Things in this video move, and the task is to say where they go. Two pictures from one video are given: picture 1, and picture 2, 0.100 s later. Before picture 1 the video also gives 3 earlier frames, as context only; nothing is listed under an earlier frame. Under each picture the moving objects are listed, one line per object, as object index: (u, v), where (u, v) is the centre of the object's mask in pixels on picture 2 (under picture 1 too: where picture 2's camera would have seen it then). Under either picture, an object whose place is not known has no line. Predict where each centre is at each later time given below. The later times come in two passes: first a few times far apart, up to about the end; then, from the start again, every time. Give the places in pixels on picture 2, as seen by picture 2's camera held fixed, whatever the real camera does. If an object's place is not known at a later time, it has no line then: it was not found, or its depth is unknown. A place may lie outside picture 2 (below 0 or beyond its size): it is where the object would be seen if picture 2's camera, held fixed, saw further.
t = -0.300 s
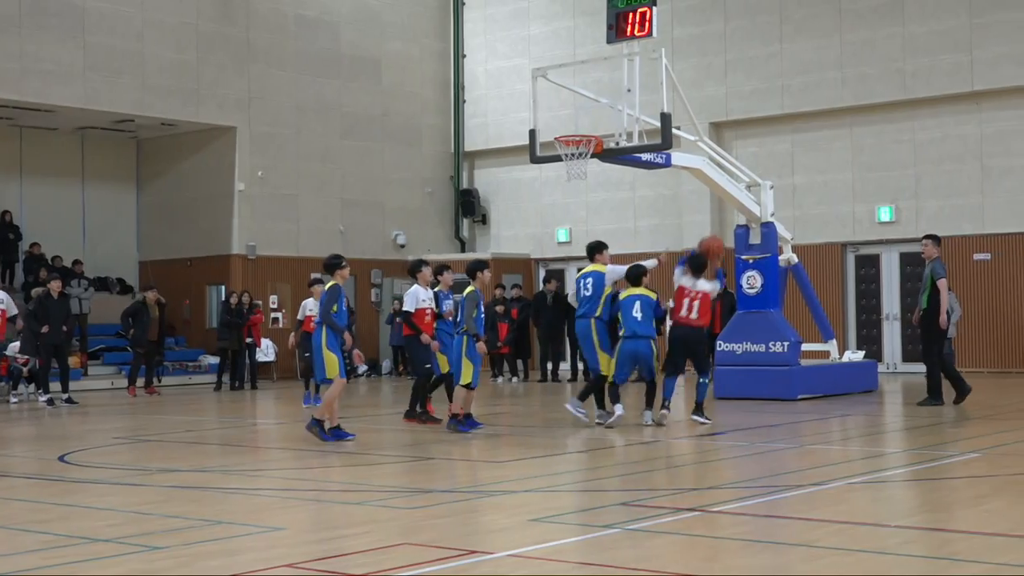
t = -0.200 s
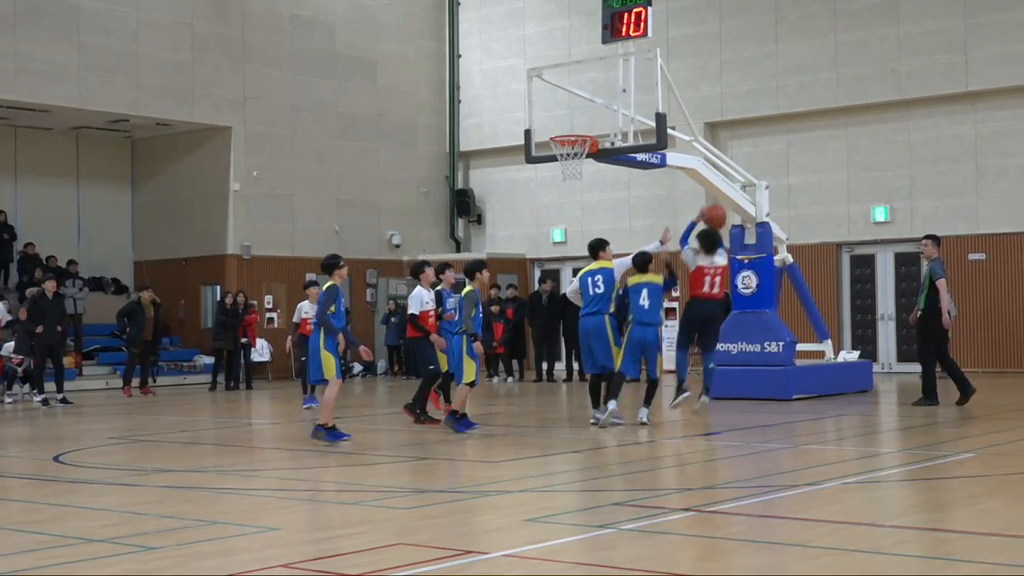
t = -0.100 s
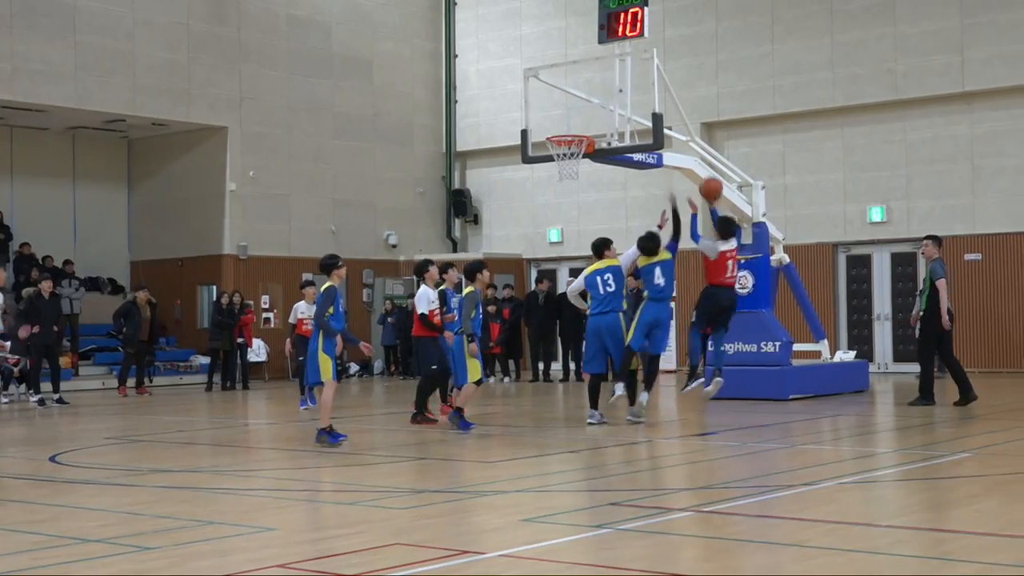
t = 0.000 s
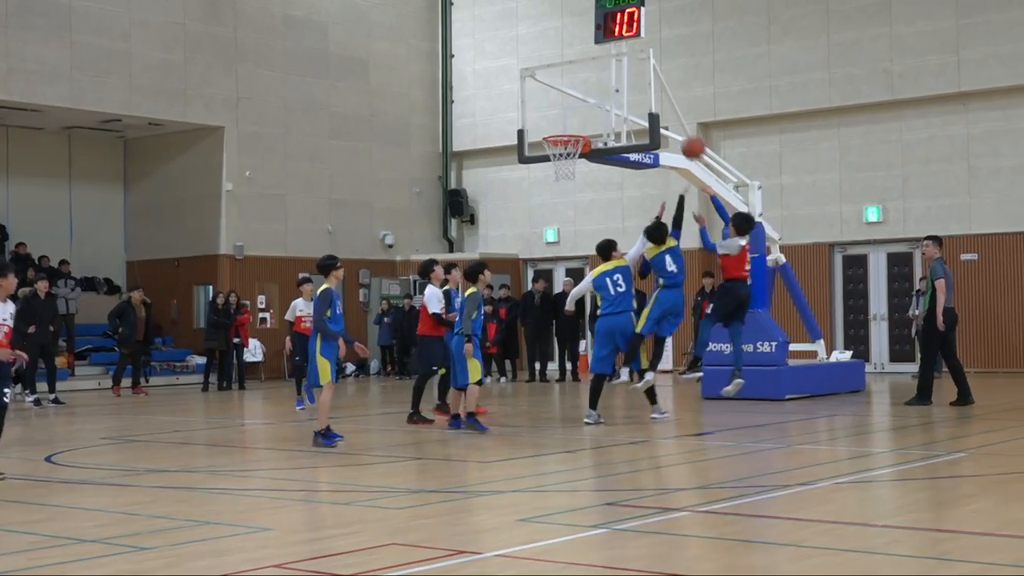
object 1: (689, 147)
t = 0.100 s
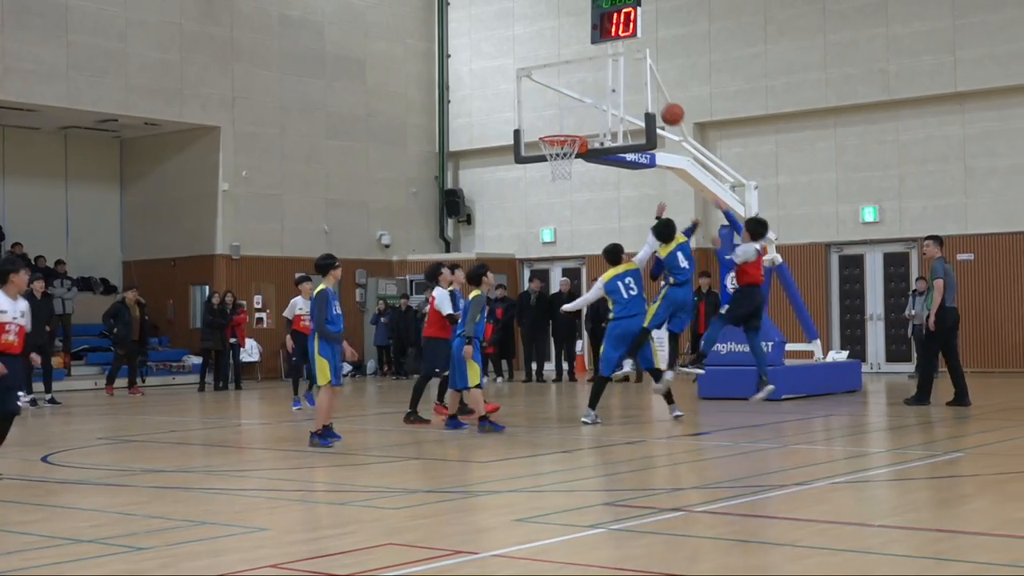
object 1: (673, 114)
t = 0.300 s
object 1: (640, 76)
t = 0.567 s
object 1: (603, 86)
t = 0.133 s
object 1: (667, 105)
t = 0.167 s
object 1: (661, 97)
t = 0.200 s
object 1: (656, 90)
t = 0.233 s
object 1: (651, 85)
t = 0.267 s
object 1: (645, 80)
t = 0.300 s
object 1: (640, 76)
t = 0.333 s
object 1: (635, 74)
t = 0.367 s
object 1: (630, 72)
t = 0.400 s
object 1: (626, 72)
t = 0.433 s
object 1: (621, 73)
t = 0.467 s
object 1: (617, 75)
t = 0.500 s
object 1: (612, 78)
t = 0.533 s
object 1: (607, 82)
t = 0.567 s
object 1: (603, 86)
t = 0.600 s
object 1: (599, 92)
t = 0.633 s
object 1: (594, 99)
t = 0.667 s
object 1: (589, 107)
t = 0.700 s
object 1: (586, 116)
